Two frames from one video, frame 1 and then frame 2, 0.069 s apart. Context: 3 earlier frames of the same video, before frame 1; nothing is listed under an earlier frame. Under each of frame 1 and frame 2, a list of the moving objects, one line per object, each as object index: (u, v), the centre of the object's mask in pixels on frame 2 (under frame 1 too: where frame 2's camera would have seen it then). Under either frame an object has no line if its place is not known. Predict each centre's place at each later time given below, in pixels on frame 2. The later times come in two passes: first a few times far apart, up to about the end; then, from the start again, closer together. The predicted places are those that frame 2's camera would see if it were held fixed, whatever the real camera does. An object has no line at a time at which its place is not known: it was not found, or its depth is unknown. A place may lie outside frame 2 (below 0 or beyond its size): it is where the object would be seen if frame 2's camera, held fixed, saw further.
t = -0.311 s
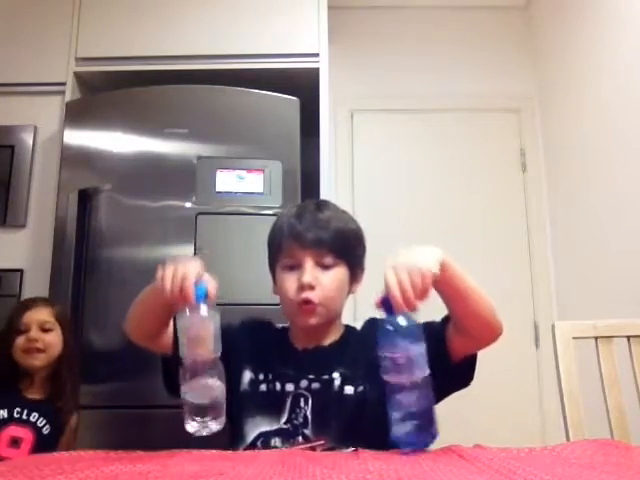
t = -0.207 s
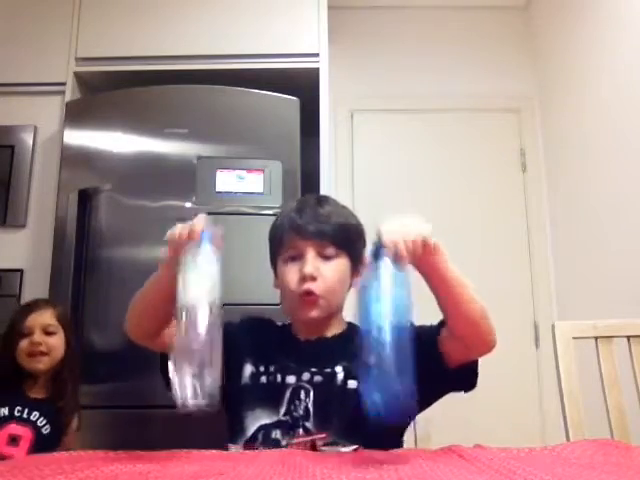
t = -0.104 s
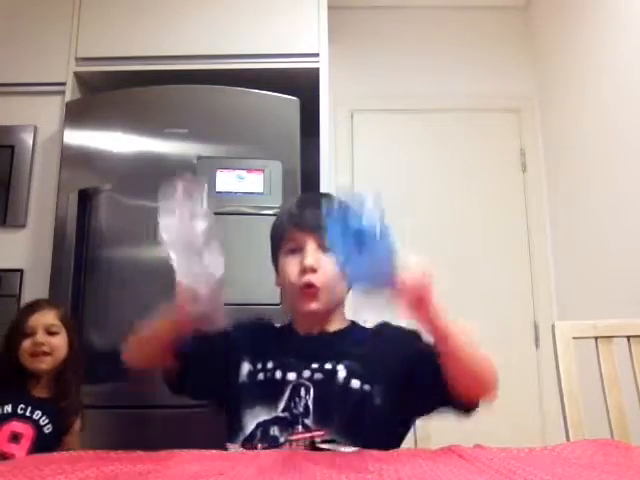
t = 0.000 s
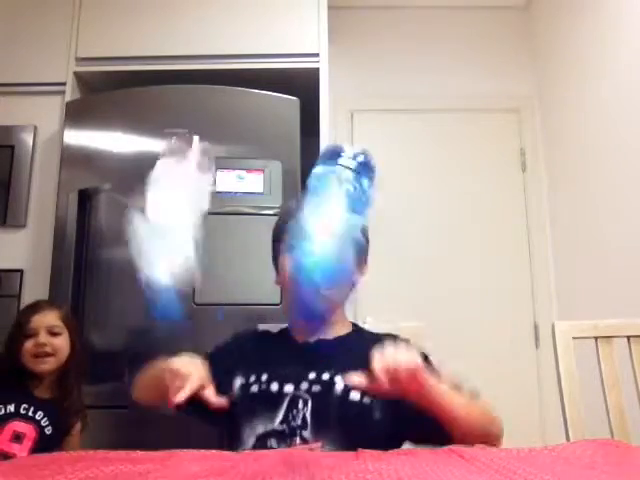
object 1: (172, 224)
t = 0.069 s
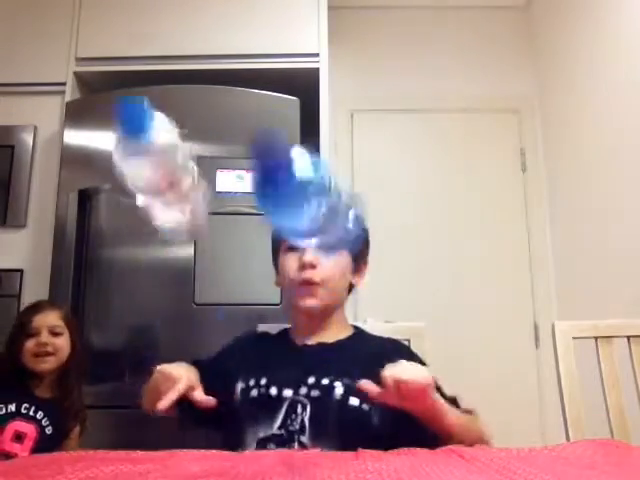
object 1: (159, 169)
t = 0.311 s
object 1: (125, 357)
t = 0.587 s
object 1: (81, 452)
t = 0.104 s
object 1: (156, 183)
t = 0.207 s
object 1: (144, 318)
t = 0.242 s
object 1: (137, 358)
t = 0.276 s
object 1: (135, 359)
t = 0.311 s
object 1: (125, 357)
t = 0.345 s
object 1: (118, 357)
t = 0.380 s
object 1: (110, 360)
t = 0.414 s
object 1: (100, 365)
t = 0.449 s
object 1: (83, 376)
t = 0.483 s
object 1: (91, 415)
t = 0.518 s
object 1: (75, 443)
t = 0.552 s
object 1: (83, 451)
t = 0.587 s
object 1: (81, 452)
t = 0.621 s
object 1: (79, 453)
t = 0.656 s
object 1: (78, 454)
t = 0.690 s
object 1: (74, 454)
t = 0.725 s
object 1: (68, 453)
